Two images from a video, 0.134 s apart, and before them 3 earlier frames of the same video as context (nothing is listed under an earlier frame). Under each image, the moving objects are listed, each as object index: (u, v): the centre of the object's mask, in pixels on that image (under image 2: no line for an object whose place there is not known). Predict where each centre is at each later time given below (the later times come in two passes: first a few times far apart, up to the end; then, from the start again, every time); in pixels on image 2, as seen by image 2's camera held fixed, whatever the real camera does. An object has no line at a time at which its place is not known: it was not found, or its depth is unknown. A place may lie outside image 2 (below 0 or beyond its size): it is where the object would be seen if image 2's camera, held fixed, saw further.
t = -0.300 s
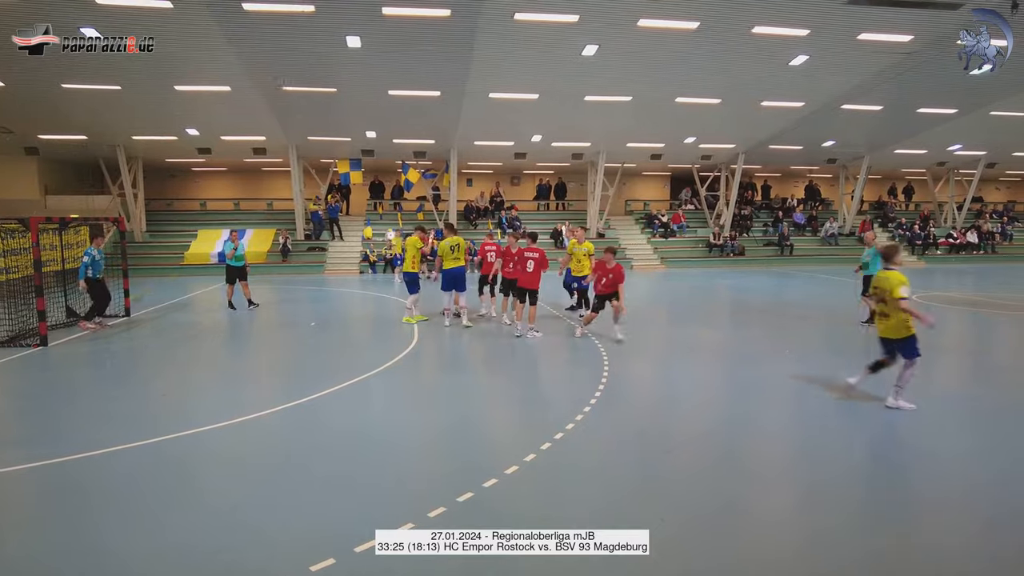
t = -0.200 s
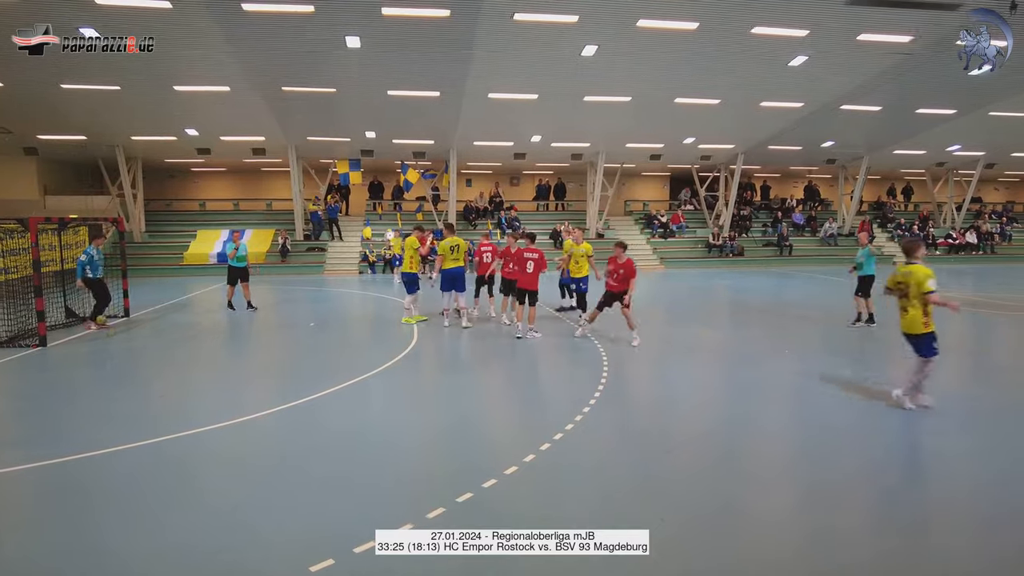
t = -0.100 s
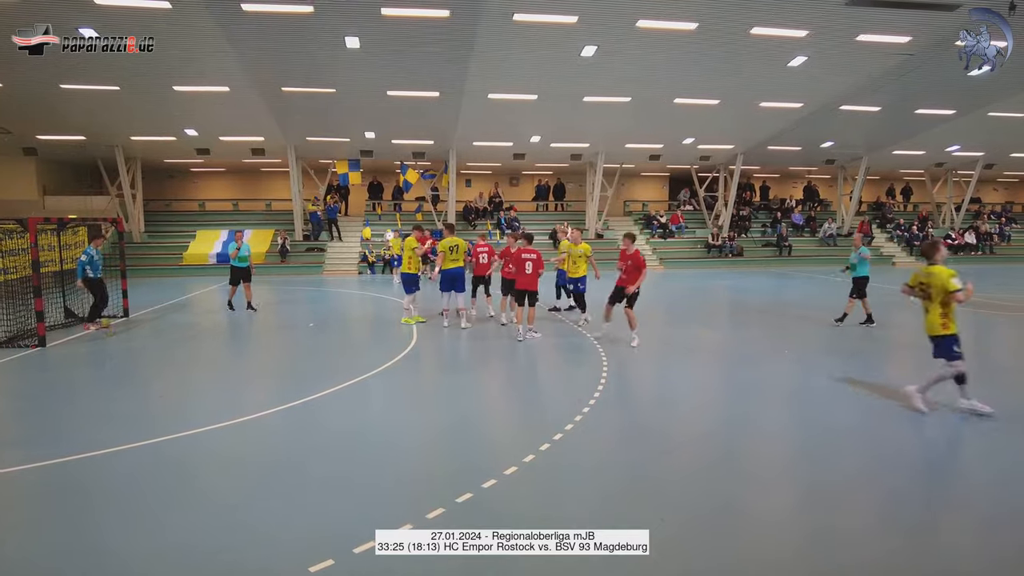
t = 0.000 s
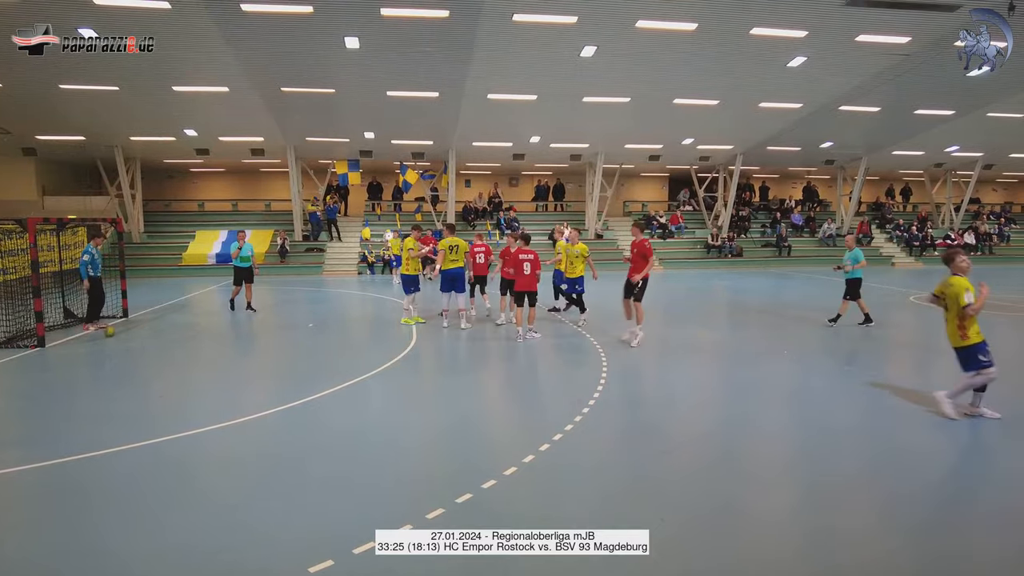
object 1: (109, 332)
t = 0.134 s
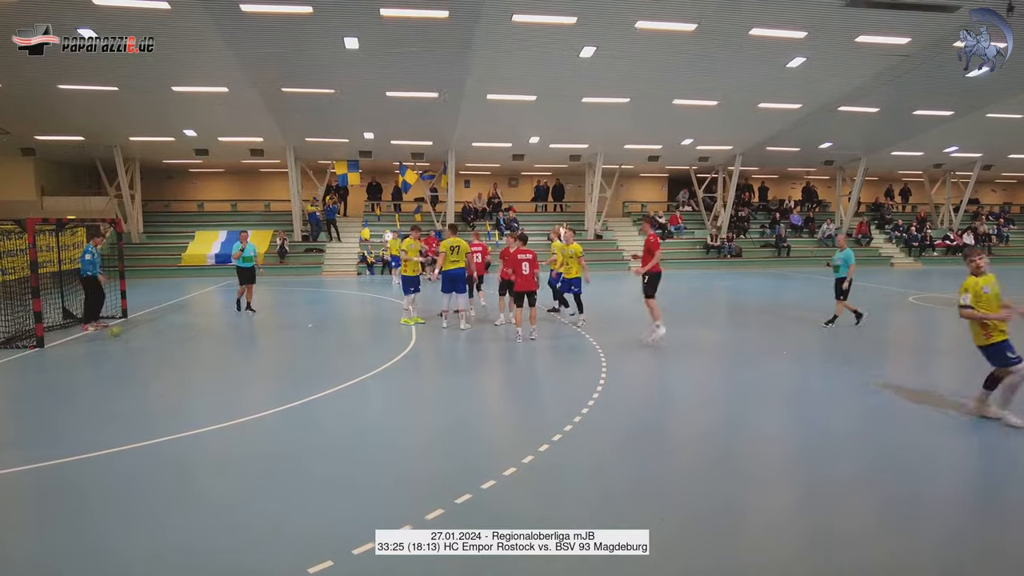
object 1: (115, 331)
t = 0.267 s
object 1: (124, 340)
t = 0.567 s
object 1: (143, 348)
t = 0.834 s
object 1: (157, 359)
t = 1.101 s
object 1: (175, 372)
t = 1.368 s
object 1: (192, 386)
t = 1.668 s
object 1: (215, 404)
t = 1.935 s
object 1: (238, 423)
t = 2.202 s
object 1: (268, 448)
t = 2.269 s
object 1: (276, 454)
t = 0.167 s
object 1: (118, 333)
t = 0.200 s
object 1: (119, 334)
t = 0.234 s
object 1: (123, 338)
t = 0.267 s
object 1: (124, 340)
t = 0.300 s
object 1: (127, 340)
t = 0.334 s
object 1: (129, 339)
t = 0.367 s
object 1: (131, 339)
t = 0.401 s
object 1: (132, 341)
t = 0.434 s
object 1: (133, 342)
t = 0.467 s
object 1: (137, 345)
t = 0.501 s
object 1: (140, 347)
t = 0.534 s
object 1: (141, 347)
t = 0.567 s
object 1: (143, 348)
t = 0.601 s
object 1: (145, 349)
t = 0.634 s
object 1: (146, 351)
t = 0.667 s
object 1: (148, 353)
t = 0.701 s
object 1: (150, 354)
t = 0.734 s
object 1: (152, 355)
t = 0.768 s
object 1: (154, 355)
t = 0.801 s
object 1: (156, 358)
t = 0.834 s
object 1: (157, 359)
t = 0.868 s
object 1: (160, 360)
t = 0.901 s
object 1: (163, 361)
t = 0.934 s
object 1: (164, 362)
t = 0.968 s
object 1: (166, 365)
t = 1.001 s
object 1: (169, 366)
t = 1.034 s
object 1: (170, 367)
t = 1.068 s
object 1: (172, 368)
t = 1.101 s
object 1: (175, 372)
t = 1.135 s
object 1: (176, 373)
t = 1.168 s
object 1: (179, 375)
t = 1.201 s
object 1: (181, 377)
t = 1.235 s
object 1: (183, 378)
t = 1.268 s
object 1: (185, 379)
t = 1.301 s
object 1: (188, 382)
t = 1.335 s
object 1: (189, 383)
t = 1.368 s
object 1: (192, 386)
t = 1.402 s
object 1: (195, 388)
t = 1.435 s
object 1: (197, 389)
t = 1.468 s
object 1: (200, 391)
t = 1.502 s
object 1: (203, 394)
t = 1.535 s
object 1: (204, 395)
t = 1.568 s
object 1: (207, 398)
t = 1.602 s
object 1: (210, 400)
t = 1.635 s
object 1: (212, 401)
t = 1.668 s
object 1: (215, 404)
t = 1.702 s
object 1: (219, 407)
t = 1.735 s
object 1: (220, 408)
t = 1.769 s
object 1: (223, 411)
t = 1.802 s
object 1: (227, 414)
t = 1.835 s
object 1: (229, 416)
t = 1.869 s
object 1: (233, 419)
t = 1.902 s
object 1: (237, 422)
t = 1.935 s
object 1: (238, 423)
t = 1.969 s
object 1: (242, 426)
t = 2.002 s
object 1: (246, 430)
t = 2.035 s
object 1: (248, 432)
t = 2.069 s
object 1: (252, 435)
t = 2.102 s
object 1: (256, 439)
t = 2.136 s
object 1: (259, 441)
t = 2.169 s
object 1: (263, 444)
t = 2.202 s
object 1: (268, 448)
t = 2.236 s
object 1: (270, 449)
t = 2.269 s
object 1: (276, 454)
